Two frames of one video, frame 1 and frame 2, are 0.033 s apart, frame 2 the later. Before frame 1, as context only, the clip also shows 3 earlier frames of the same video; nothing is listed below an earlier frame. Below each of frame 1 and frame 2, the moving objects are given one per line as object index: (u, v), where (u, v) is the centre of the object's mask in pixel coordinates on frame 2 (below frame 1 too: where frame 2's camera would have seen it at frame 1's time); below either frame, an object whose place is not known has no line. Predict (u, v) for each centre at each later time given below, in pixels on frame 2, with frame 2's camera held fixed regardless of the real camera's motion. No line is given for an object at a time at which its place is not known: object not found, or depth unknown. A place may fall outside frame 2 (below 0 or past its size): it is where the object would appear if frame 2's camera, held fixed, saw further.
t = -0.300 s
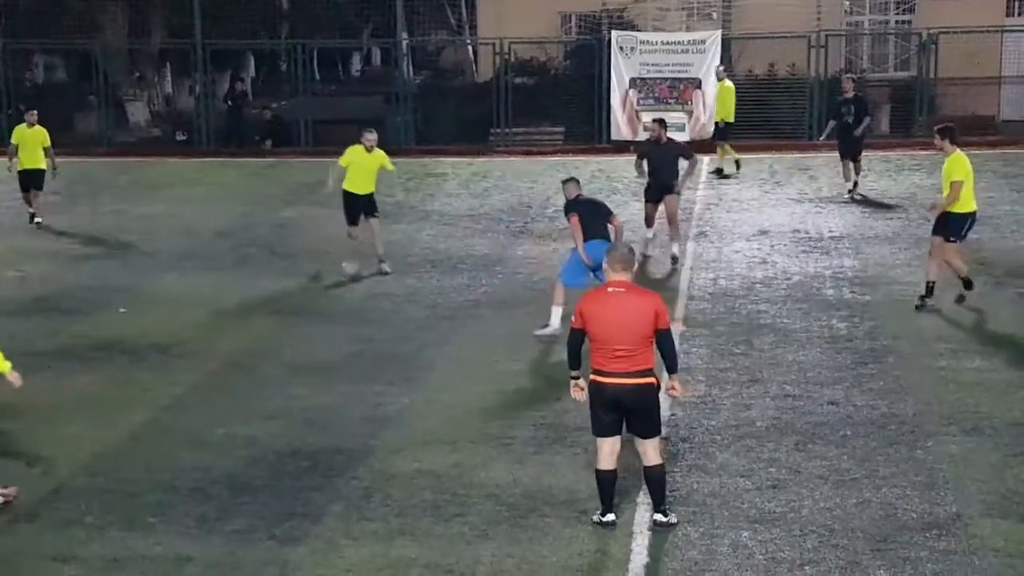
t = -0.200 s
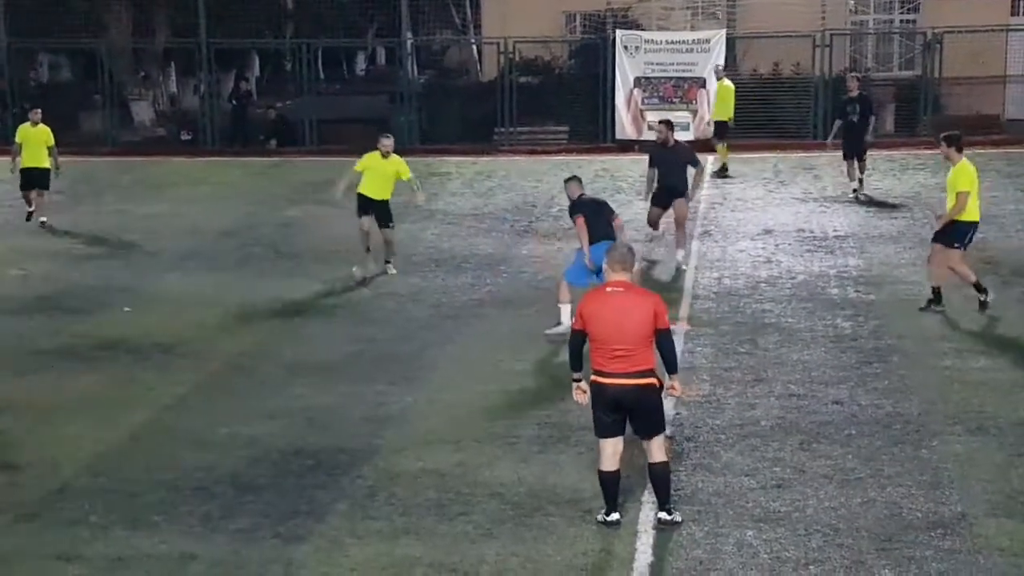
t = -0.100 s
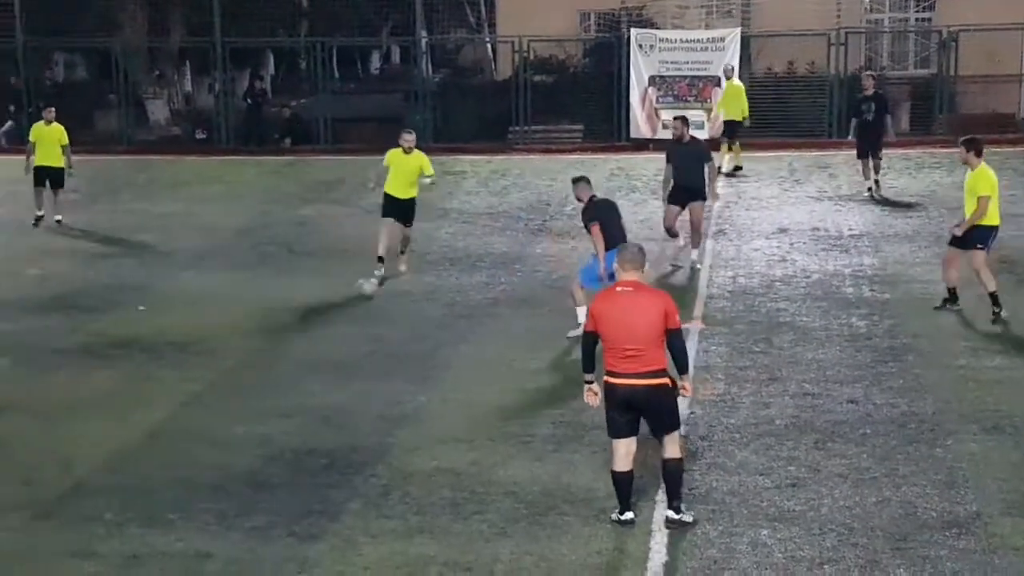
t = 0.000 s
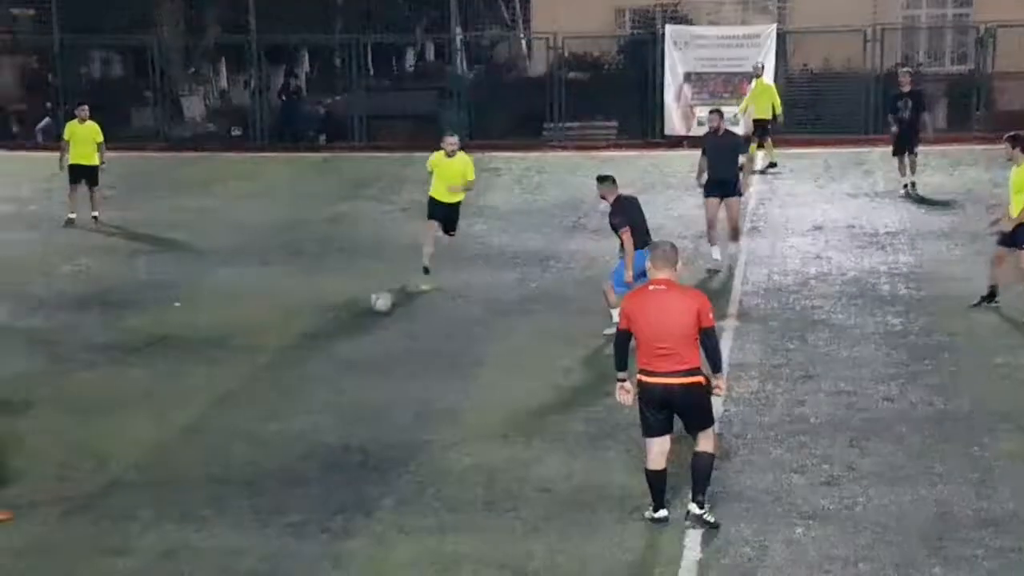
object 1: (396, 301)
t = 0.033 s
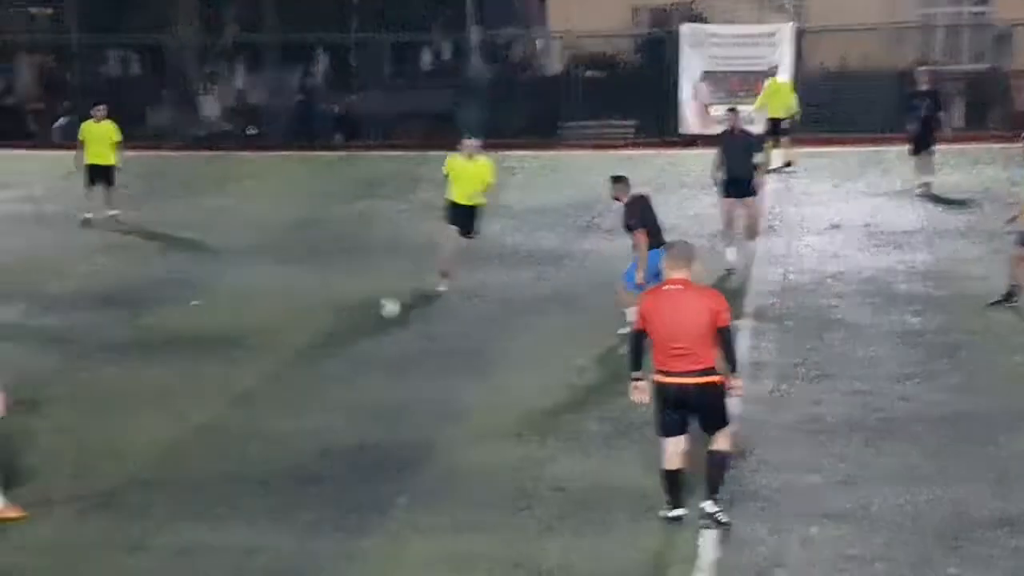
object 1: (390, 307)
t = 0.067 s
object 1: (386, 316)
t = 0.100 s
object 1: (388, 323)
